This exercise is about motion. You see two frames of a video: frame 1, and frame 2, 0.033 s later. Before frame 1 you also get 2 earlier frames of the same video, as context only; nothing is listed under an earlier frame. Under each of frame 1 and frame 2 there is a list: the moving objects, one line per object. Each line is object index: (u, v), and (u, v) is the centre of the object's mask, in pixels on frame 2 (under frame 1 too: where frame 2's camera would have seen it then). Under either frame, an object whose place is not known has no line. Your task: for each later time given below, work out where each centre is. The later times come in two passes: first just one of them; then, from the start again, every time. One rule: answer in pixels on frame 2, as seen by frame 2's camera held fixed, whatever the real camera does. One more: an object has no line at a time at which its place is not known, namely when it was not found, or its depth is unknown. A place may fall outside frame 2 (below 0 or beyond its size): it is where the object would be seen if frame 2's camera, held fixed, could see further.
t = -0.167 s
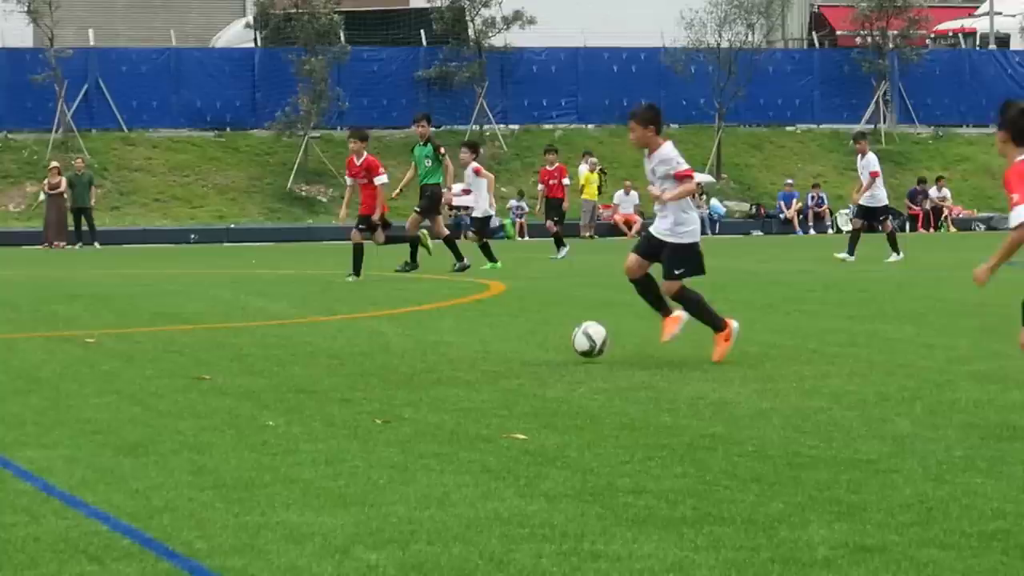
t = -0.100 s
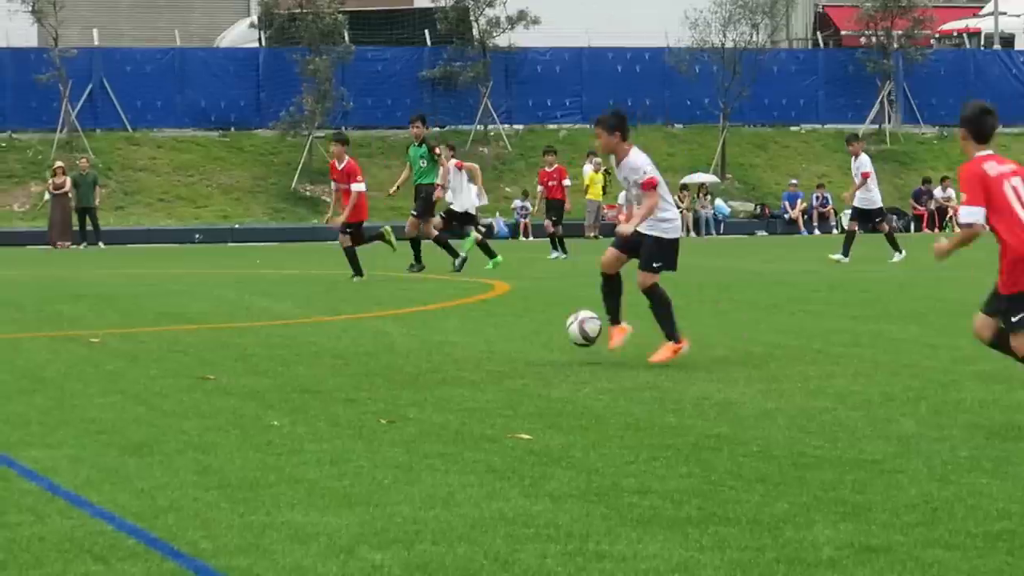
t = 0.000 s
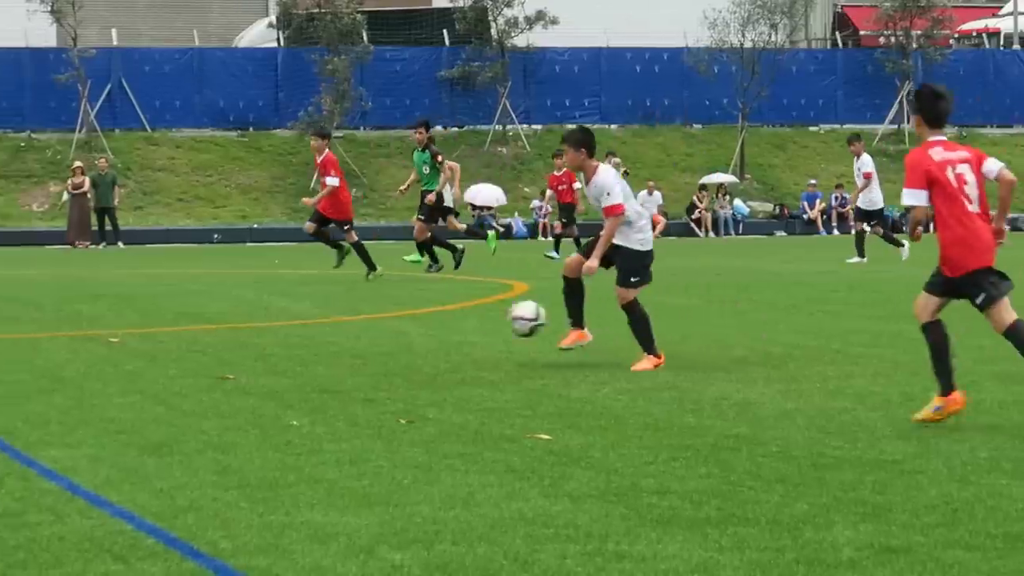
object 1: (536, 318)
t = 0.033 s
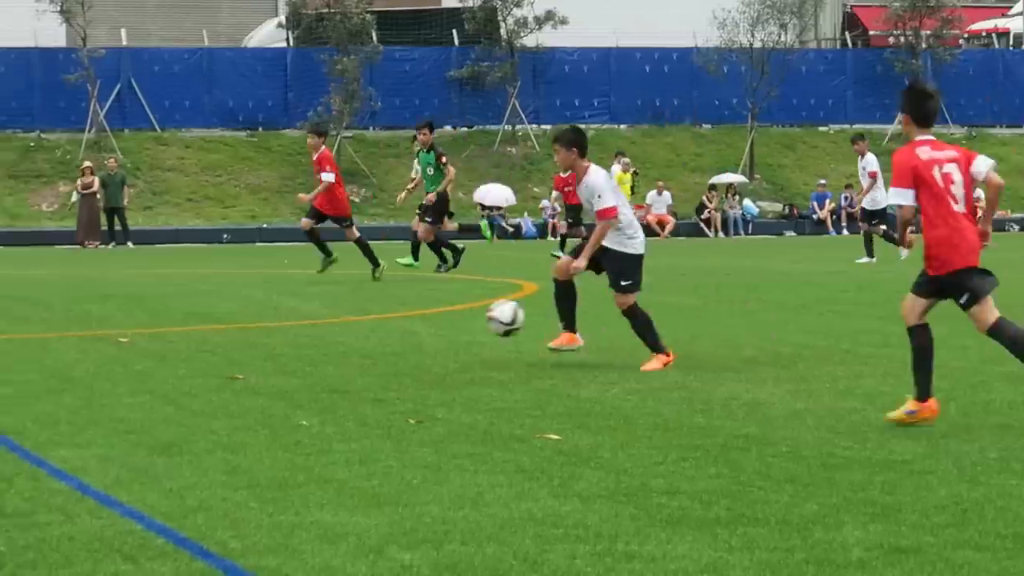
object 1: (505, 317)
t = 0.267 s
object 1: (296, 352)
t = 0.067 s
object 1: (474, 319)
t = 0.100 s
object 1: (444, 322)
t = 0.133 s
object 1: (413, 327)
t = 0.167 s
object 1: (382, 334)
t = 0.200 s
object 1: (351, 343)
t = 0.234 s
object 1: (320, 353)
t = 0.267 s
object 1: (296, 352)
